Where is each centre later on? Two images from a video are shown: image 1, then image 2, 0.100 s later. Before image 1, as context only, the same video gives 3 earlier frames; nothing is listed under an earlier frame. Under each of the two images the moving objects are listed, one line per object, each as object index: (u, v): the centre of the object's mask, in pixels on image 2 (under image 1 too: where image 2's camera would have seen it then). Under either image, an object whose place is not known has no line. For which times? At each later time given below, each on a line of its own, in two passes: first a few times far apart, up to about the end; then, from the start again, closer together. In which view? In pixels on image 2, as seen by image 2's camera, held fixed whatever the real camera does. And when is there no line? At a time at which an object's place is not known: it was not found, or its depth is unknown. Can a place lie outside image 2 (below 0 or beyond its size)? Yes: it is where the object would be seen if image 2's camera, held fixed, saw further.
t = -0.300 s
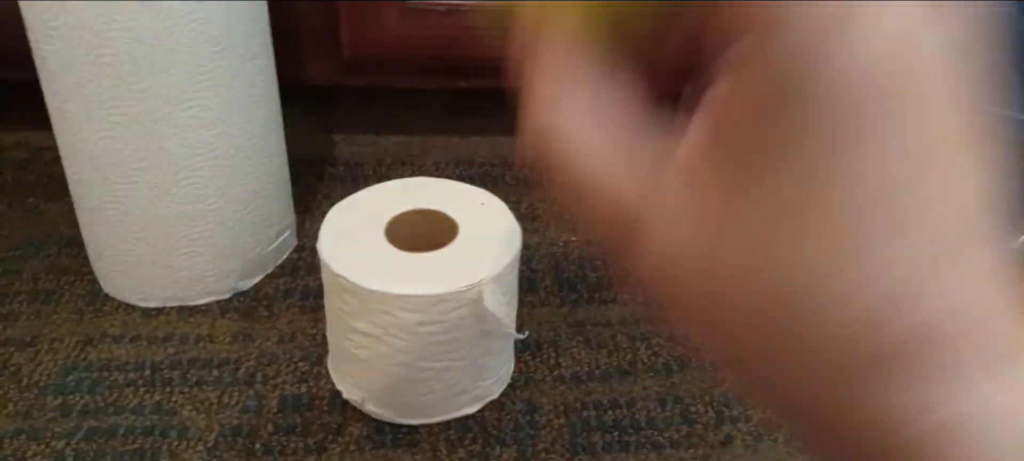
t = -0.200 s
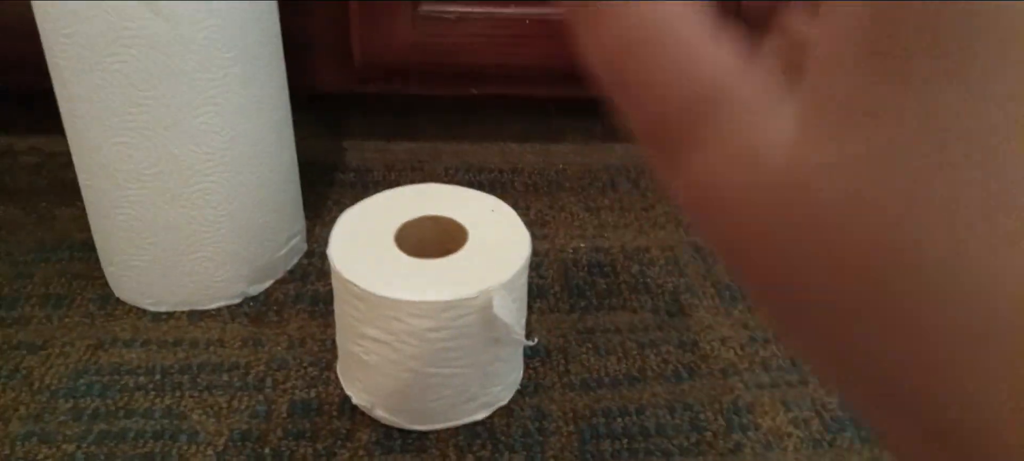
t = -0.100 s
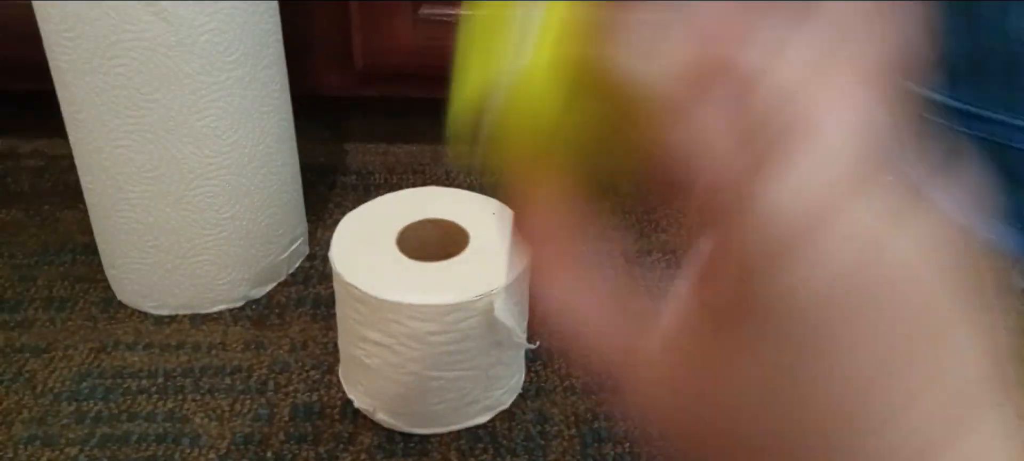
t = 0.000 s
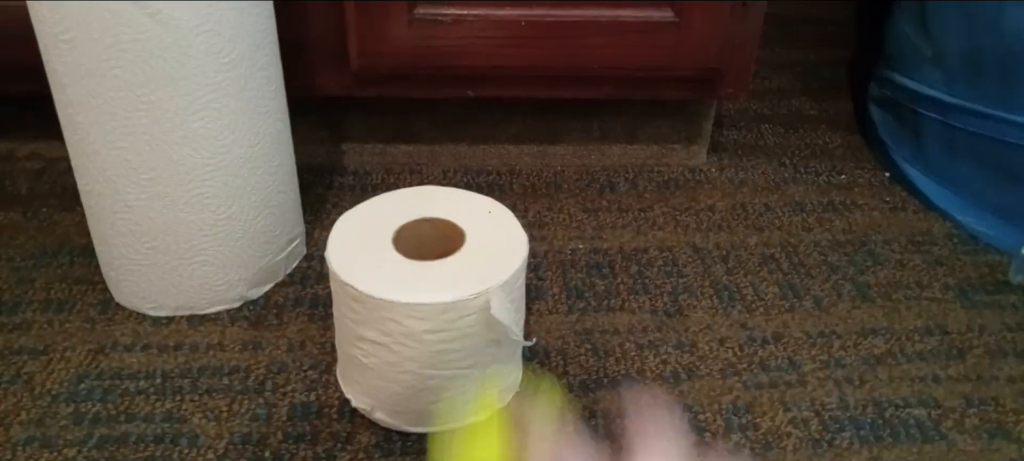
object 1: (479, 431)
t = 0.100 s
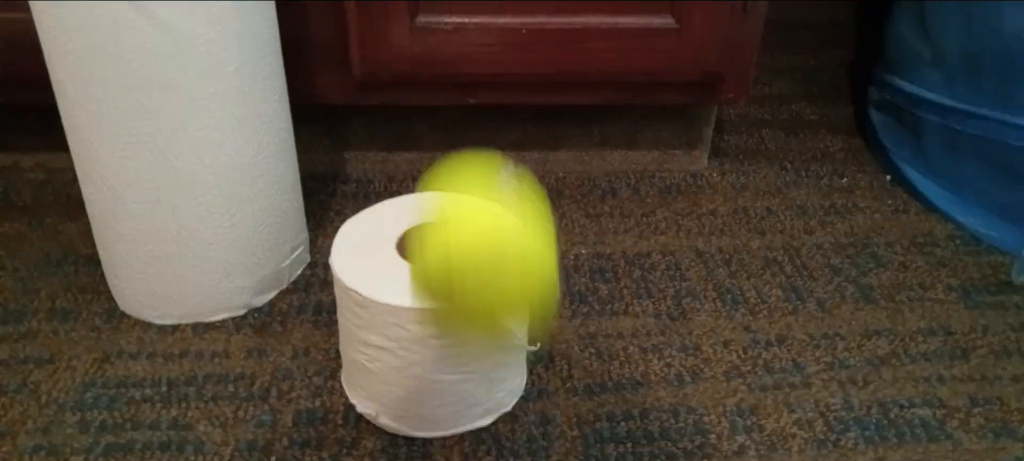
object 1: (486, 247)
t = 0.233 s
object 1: (459, 120)
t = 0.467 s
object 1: (362, 163)
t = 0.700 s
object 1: (289, 262)
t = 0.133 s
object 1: (472, 175)
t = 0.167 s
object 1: (468, 137)
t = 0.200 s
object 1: (463, 122)
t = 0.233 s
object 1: (459, 120)
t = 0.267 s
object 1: (454, 135)
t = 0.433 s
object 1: (382, 169)
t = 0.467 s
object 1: (362, 163)
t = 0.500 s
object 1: (344, 163)
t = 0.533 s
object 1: (326, 169)
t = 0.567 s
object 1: (310, 185)
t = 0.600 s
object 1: (296, 216)
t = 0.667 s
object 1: (286, 267)
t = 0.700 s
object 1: (289, 262)
